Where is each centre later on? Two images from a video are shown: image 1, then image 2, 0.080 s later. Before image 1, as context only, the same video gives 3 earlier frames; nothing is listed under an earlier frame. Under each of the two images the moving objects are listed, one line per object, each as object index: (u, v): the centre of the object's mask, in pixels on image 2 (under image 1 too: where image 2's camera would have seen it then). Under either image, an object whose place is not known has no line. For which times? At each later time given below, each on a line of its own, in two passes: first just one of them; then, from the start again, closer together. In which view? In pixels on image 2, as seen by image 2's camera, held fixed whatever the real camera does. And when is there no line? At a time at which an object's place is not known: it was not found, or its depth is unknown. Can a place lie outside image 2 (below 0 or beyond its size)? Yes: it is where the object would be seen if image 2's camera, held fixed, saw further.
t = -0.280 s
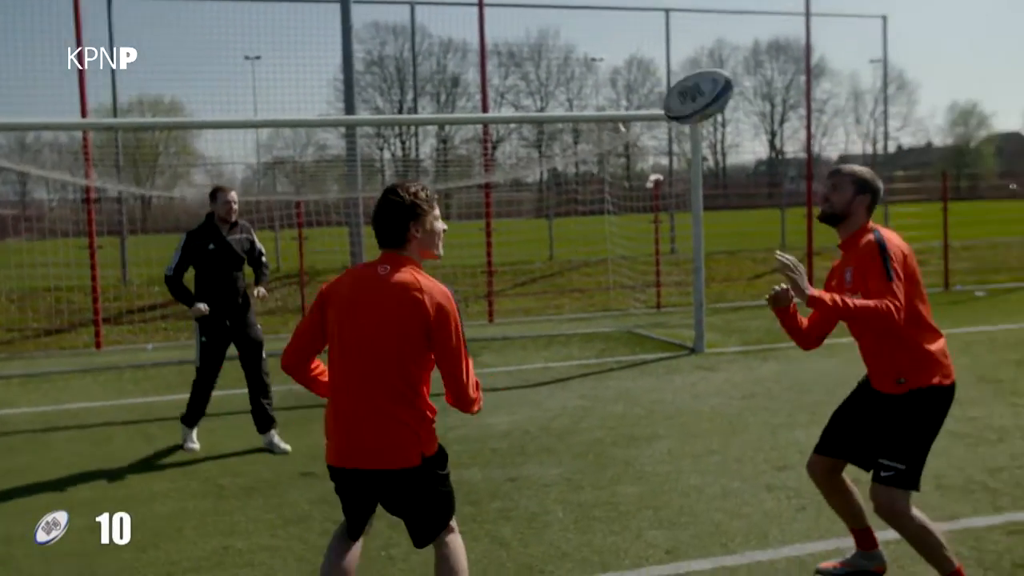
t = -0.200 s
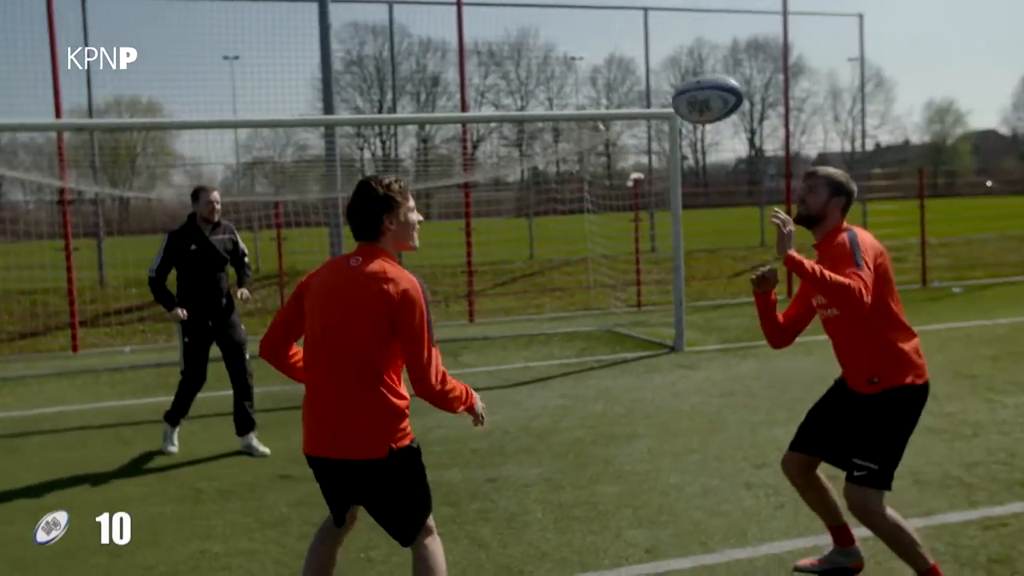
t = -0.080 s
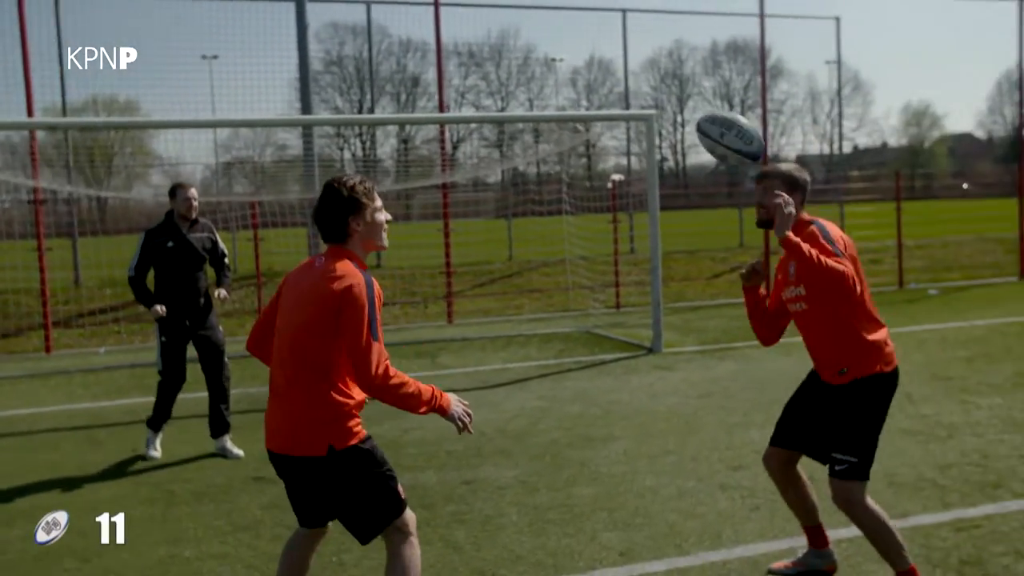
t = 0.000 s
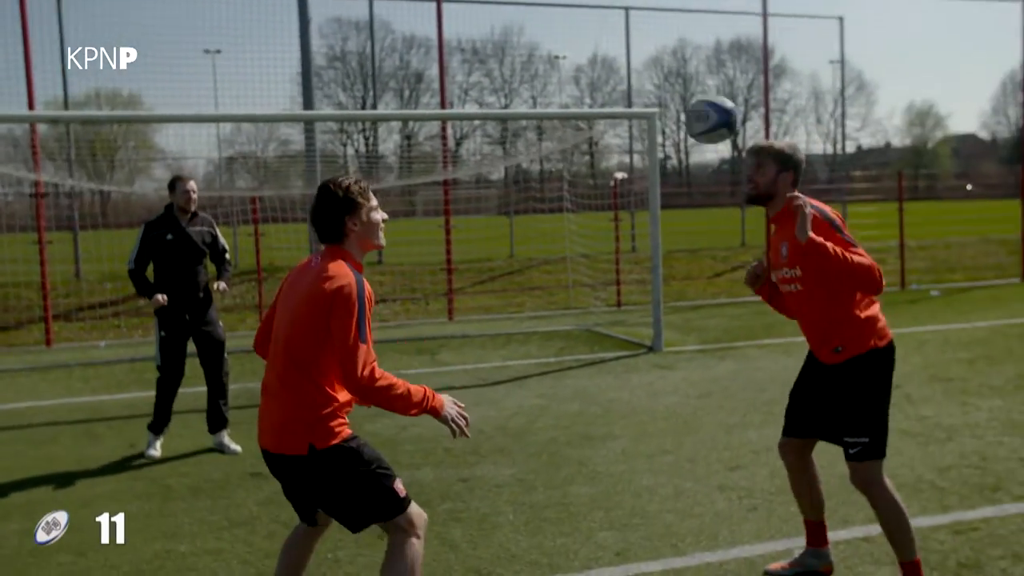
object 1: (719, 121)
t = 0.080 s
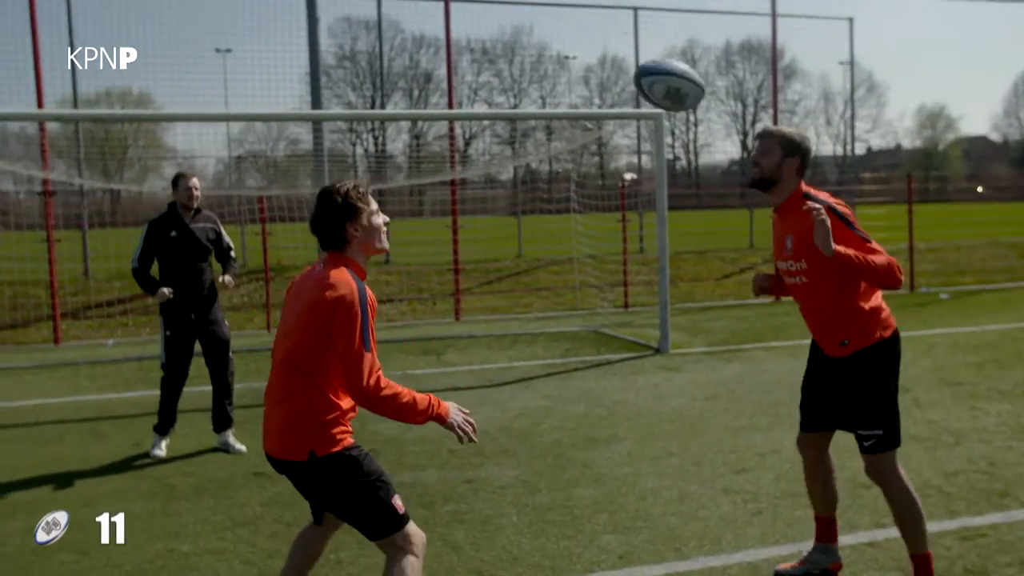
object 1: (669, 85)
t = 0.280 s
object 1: (536, 68)
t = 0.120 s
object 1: (643, 73)
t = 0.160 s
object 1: (616, 66)
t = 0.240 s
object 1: (563, 62)
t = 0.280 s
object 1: (536, 68)
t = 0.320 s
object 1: (509, 76)
